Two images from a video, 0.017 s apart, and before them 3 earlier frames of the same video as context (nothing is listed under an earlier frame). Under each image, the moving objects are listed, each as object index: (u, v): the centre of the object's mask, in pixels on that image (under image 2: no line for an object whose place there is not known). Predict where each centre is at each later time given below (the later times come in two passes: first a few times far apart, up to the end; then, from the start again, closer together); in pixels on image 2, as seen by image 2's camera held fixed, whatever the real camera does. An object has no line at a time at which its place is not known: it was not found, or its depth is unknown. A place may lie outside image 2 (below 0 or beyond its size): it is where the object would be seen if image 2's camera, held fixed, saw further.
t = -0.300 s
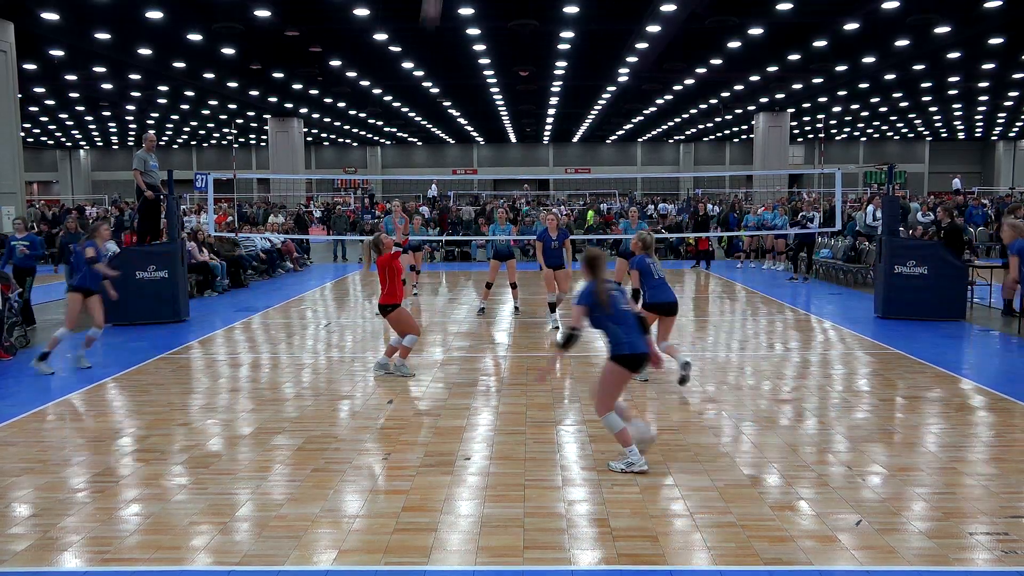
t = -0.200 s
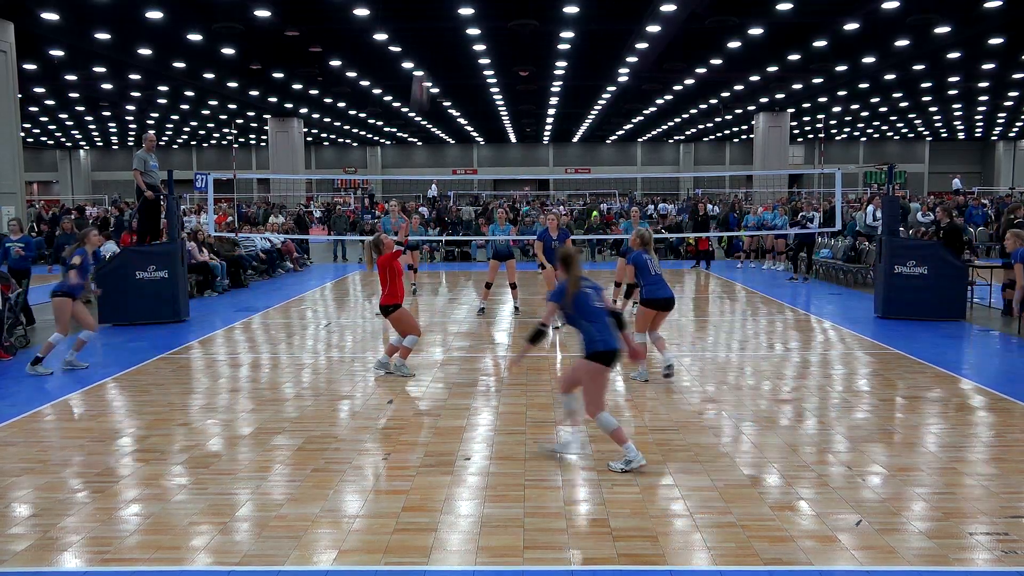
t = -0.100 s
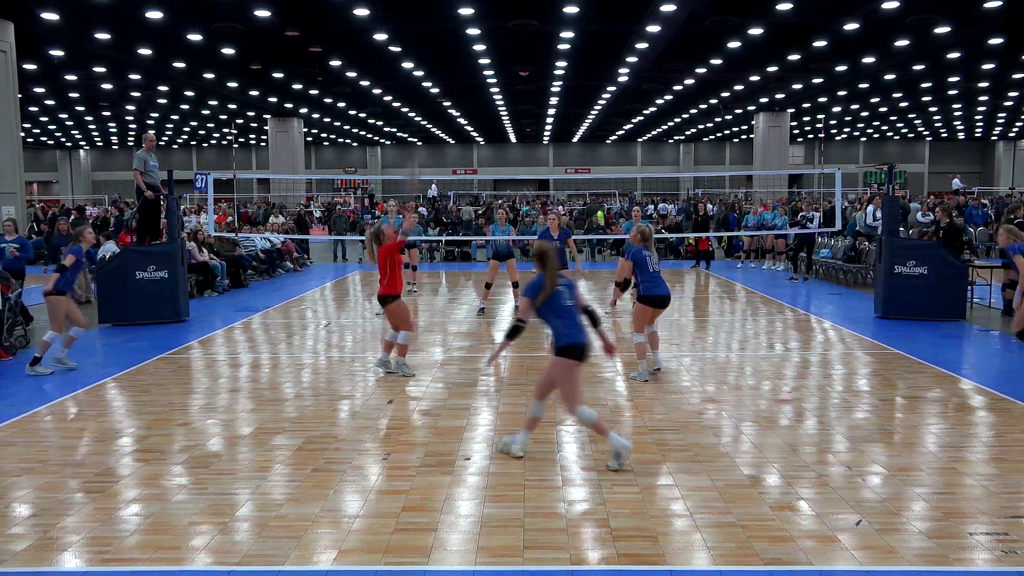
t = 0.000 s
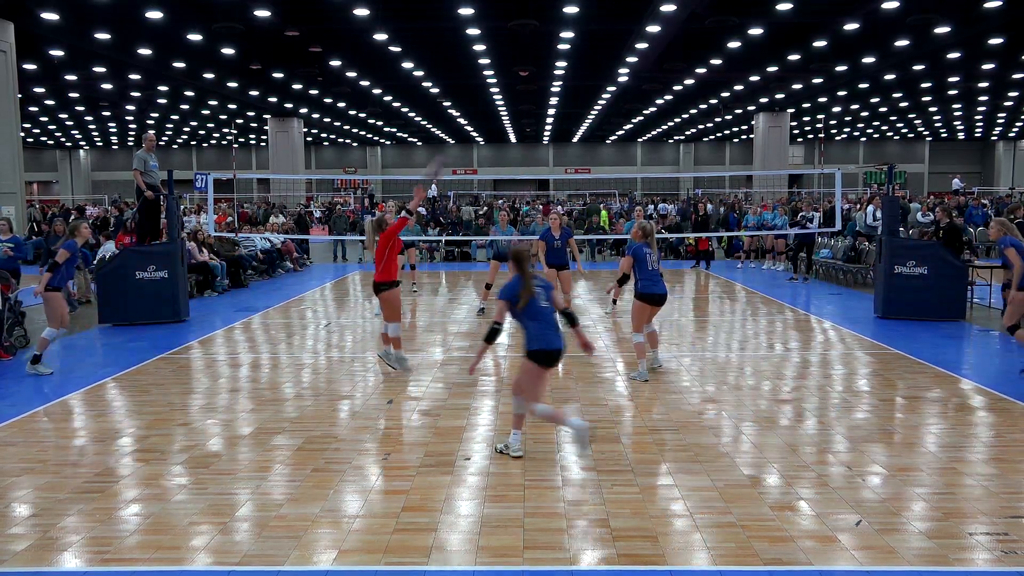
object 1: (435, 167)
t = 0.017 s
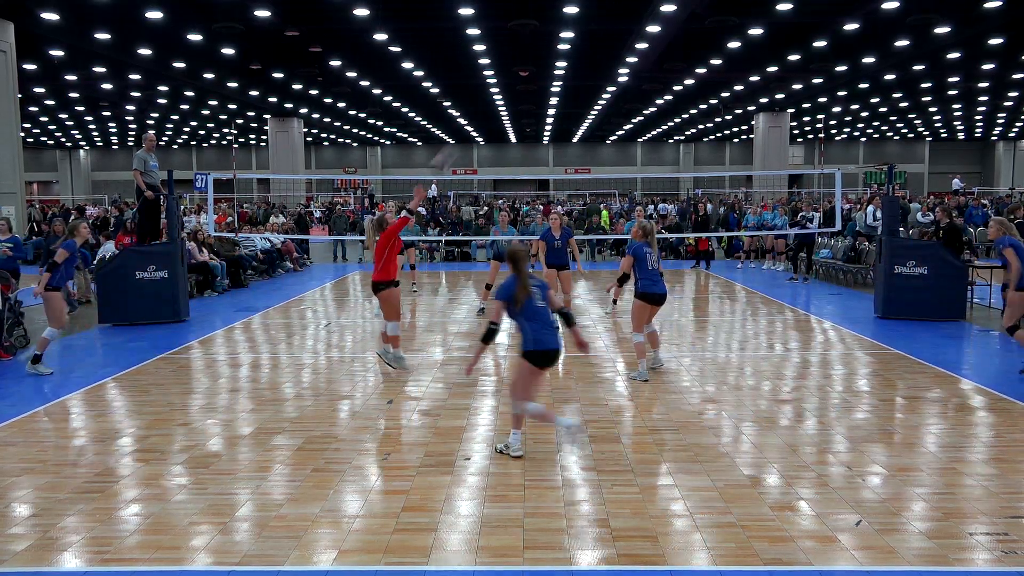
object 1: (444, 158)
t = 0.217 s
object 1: (525, 79)
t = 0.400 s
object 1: (597, 41)
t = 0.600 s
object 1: (670, 34)
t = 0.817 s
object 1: (742, 65)
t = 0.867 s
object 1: (758, 77)
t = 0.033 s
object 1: (449, 153)
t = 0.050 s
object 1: (458, 142)
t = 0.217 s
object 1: (525, 79)
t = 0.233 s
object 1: (532, 74)
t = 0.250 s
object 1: (538, 70)
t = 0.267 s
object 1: (543, 66)
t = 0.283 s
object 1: (548, 61)
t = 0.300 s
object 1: (555, 57)
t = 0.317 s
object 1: (563, 55)
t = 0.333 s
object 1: (571, 51)
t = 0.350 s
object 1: (580, 47)
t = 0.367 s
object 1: (584, 45)
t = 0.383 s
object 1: (591, 43)
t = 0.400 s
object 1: (597, 41)
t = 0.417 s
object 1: (602, 39)
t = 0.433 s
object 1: (609, 37)
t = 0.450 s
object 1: (615, 36)
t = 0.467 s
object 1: (620, 35)
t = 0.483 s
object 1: (628, 34)
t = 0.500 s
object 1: (633, 33)
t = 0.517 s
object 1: (638, 32)
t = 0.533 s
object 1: (646, 31)
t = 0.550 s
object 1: (651, 31)
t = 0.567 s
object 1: (658, 32)
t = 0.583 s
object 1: (666, 33)
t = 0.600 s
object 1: (670, 34)
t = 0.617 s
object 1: (676, 35)
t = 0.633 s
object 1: (681, 36)
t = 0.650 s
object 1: (687, 38)
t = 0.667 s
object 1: (693, 40)
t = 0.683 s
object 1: (699, 42)
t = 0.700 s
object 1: (704, 44)
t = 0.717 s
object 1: (710, 46)
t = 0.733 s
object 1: (714, 48)
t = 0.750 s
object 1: (719, 50)
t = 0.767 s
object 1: (726, 54)
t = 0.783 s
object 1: (732, 58)
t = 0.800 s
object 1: (737, 61)
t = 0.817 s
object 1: (742, 65)
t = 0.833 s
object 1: (747, 68)
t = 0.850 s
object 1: (751, 72)
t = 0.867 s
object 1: (758, 77)
